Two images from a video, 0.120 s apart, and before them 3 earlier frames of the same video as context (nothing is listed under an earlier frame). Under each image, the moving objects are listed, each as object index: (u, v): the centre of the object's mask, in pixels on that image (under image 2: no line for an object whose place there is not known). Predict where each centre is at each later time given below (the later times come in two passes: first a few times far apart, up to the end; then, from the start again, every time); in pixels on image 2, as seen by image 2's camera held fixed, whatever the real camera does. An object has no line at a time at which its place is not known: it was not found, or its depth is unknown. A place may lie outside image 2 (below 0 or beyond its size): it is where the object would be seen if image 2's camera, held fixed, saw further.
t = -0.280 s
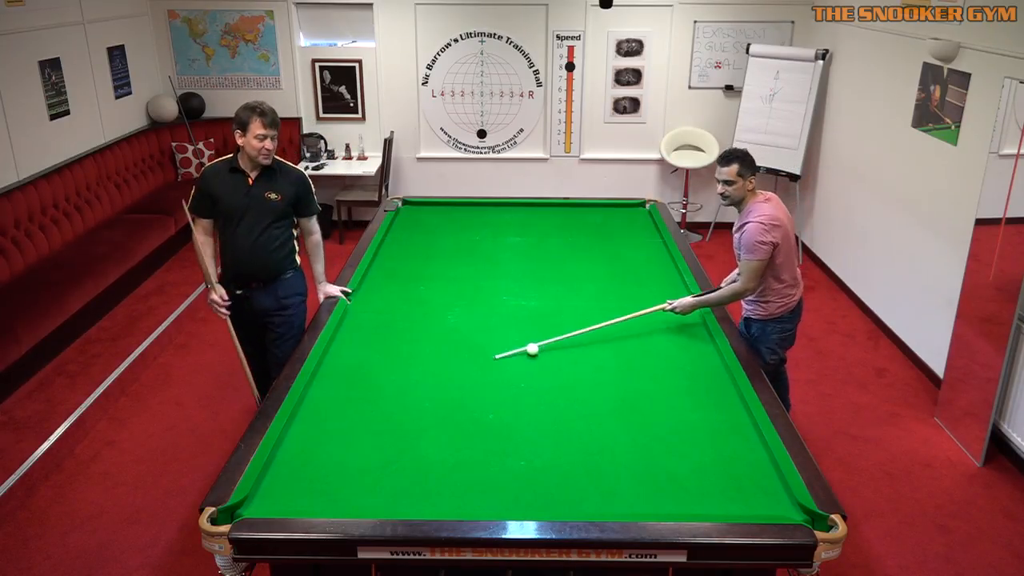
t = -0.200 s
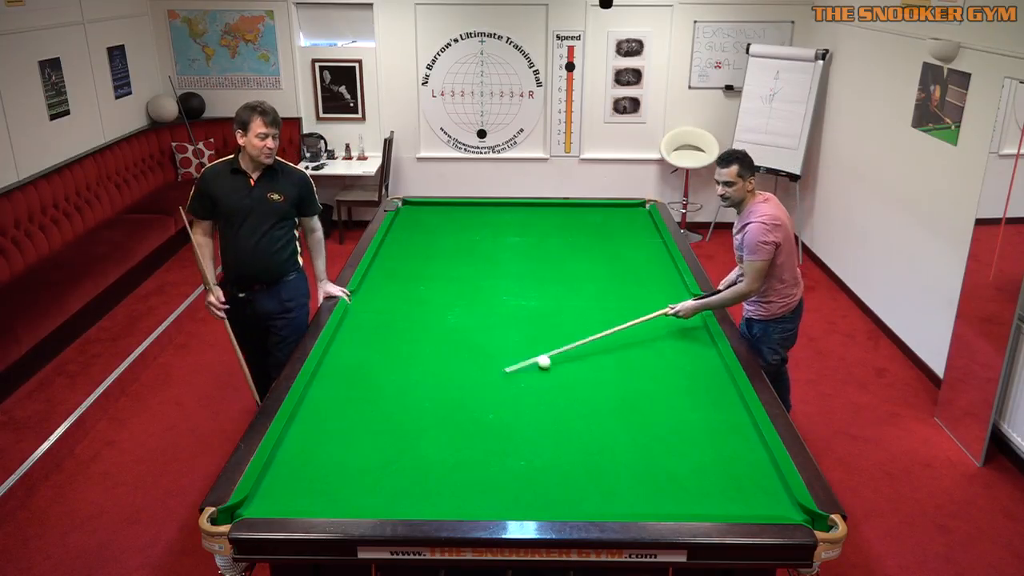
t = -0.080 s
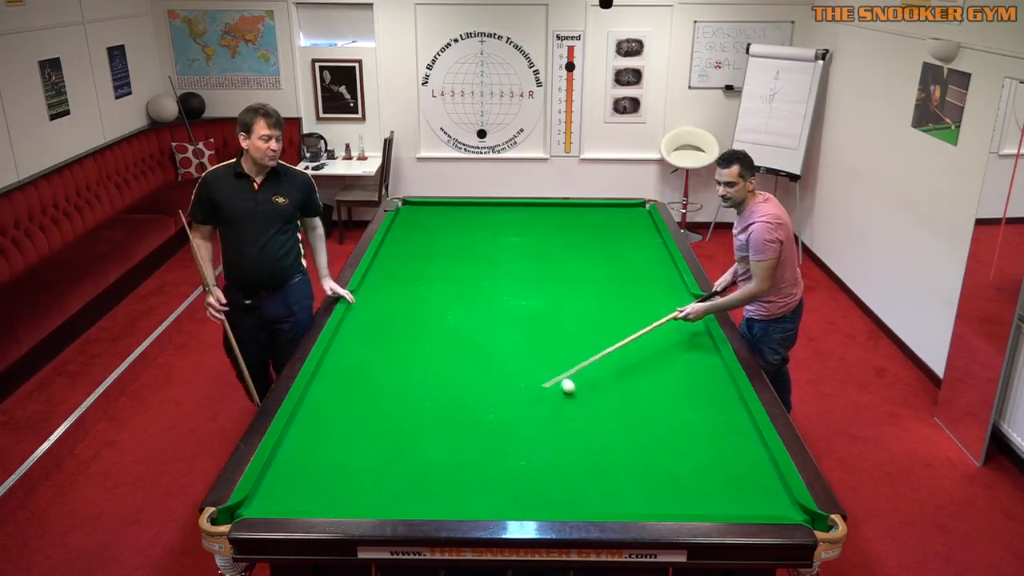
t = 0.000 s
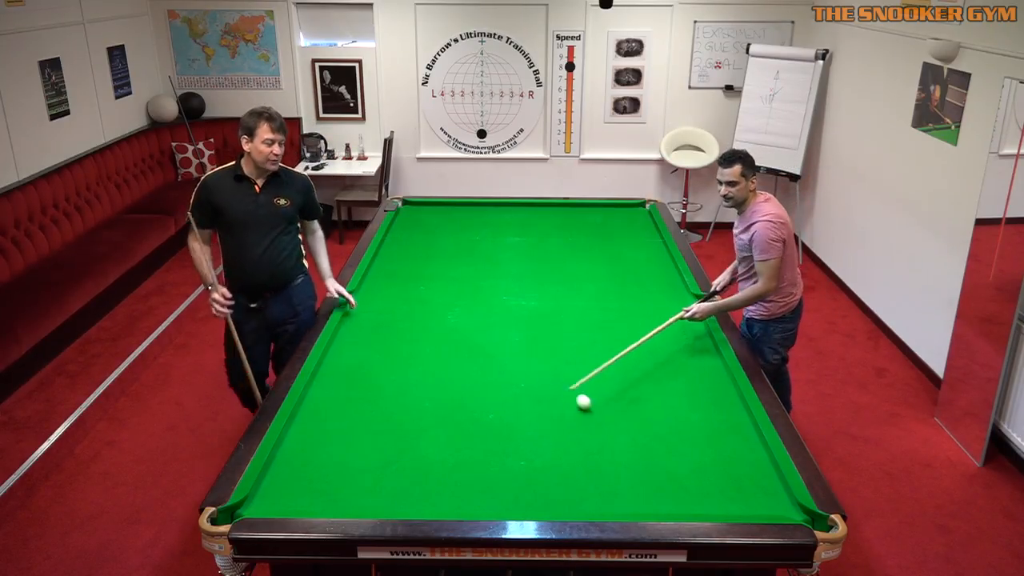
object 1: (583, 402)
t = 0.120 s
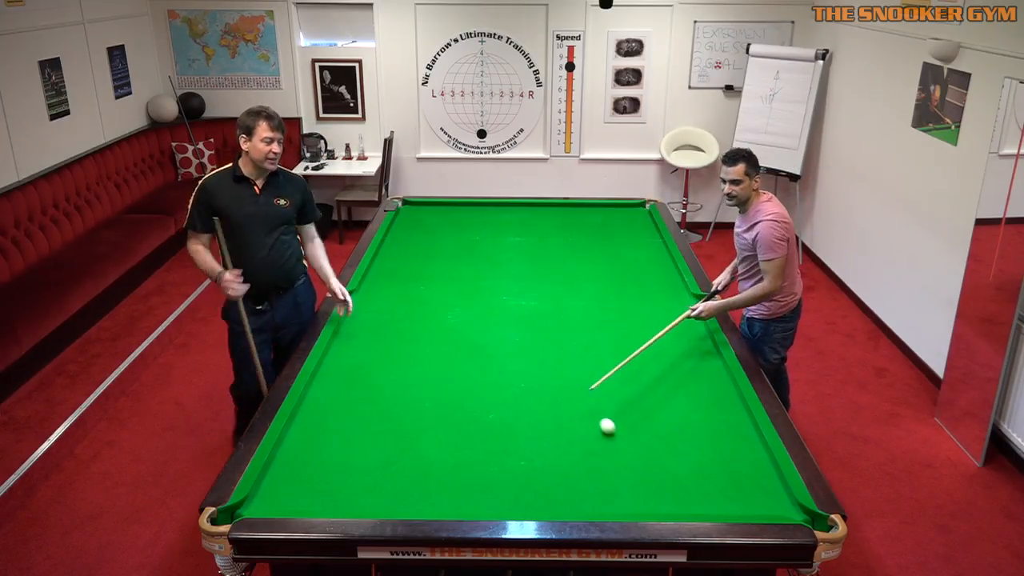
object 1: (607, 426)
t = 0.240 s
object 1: (634, 453)
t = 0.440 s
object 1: (684, 504)
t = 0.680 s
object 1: (706, 471)
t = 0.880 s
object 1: (722, 446)
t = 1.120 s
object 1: (737, 419)
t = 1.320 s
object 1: (732, 401)
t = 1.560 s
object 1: (710, 383)
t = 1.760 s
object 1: (695, 370)
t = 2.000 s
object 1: (678, 355)
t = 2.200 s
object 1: (665, 344)
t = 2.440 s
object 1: (651, 333)
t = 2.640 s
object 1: (641, 324)
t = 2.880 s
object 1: (630, 314)
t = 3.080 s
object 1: (621, 307)
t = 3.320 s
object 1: (613, 299)
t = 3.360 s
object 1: (611, 298)
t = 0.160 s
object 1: (616, 435)
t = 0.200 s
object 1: (624, 444)
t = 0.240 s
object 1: (634, 453)
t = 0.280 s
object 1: (643, 463)
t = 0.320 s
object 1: (653, 473)
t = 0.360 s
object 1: (663, 483)
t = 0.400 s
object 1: (674, 494)
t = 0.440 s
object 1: (684, 504)
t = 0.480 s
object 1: (692, 506)
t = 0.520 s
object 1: (695, 499)
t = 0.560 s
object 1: (698, 491)
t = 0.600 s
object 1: (700, 484)
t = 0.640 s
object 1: (703, 477)
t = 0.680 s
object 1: (706, 471)
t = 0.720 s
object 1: (710, 466)
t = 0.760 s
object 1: (713, 461)
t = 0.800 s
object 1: (716, 456)
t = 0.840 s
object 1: (719, 451)
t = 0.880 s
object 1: (722, 446)
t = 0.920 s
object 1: (725, 441)
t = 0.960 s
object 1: (727, 437)
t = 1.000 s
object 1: (730, 432)
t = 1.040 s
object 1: (733, 428)
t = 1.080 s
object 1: (735, 424)
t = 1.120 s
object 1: (737, 419)
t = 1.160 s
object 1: (740, 415)
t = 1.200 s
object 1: (742, 411)
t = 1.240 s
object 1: (740, 408)
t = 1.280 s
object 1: (736, 405)
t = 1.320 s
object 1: (732, 401)
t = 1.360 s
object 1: (728, 398)
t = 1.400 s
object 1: (724, 395)
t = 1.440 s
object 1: (721, 392)
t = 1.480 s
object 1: (717, 389)
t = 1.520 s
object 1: (714, 386)
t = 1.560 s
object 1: (710, 383)
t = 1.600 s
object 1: (707, 380)
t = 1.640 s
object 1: (704, 378)
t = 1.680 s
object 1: (701, 375)
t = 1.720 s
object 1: (698, 372)
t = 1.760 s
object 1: (695, 370)
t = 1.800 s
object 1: (692, 368)
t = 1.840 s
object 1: (689, 365)
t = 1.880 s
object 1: (686, 362)
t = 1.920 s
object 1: (683, 360)
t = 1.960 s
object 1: (680, 358)
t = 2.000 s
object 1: (678, 355)
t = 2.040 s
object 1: (675, 353)
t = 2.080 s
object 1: (673, 351)
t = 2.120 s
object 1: (670, 349)
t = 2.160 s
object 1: (667, 347)
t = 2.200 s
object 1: (665, 344)
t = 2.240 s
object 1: (663, 342)
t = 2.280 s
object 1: (660, 340)
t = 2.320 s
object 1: (658, 338)
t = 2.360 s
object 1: (656, 337)
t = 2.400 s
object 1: (653, 335)
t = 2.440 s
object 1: (651, 333)
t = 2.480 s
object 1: (649, 331)
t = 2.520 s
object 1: (647, 329)
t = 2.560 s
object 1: (645, 327)
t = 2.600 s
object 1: (643, 326)
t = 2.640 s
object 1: (641, 324)
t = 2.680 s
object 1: (639, 322)
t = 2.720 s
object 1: (637, 321)
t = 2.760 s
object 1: (635, 319)
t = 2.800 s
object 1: (634, 318)
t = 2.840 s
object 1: (632, 316)
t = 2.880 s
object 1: (630, 314)
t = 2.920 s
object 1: (628, 313)
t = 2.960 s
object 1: (627, 311)
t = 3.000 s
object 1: (625, 310)
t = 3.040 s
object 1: (623, 308)
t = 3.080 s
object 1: (621, 307)
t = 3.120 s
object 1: (620, 306)
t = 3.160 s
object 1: (619, 304)
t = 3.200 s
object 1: (617, 303)
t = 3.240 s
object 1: (616, 302)
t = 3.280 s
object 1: (614, 301)
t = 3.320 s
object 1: (613, 299)
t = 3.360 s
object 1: (611, 298)
